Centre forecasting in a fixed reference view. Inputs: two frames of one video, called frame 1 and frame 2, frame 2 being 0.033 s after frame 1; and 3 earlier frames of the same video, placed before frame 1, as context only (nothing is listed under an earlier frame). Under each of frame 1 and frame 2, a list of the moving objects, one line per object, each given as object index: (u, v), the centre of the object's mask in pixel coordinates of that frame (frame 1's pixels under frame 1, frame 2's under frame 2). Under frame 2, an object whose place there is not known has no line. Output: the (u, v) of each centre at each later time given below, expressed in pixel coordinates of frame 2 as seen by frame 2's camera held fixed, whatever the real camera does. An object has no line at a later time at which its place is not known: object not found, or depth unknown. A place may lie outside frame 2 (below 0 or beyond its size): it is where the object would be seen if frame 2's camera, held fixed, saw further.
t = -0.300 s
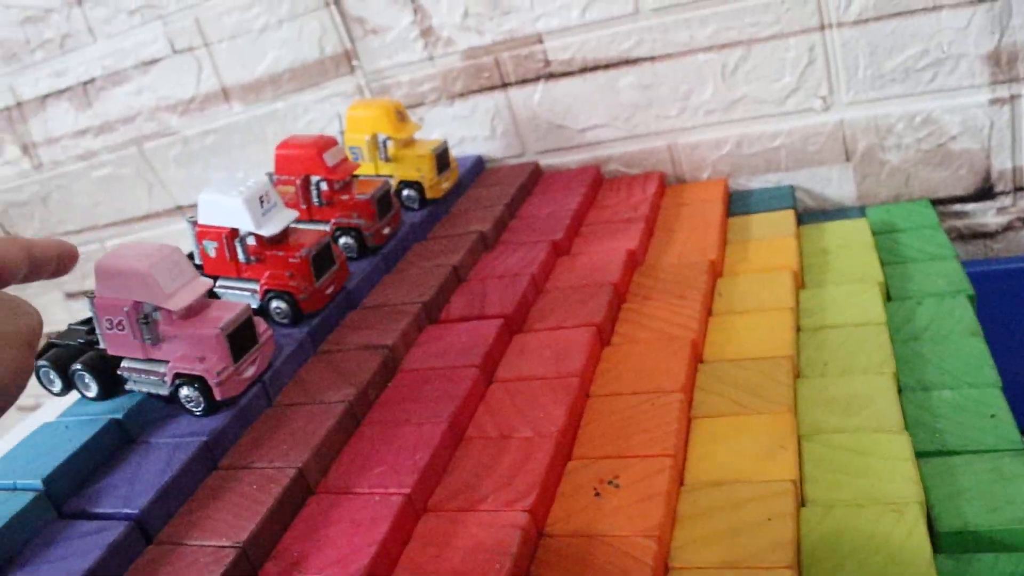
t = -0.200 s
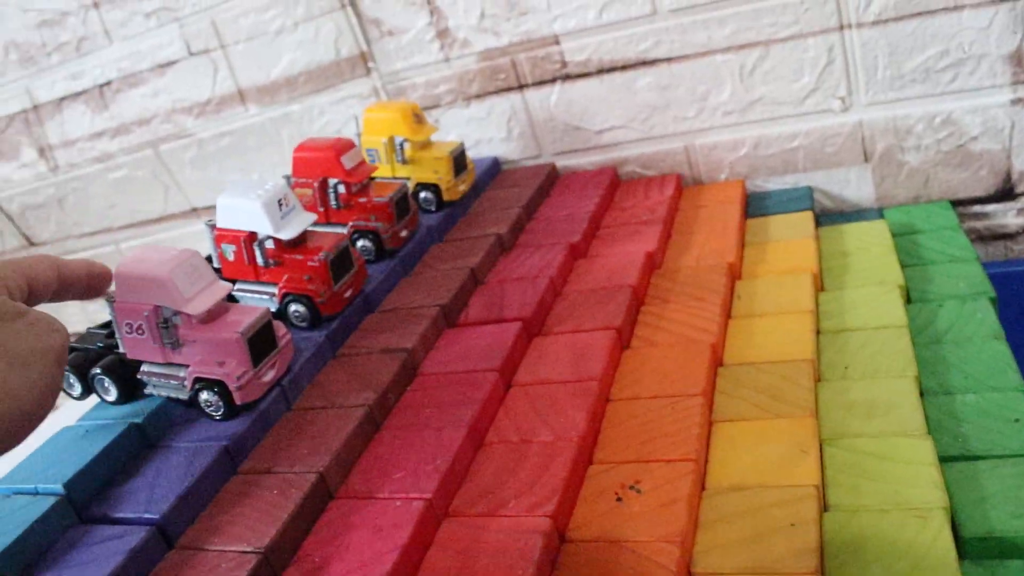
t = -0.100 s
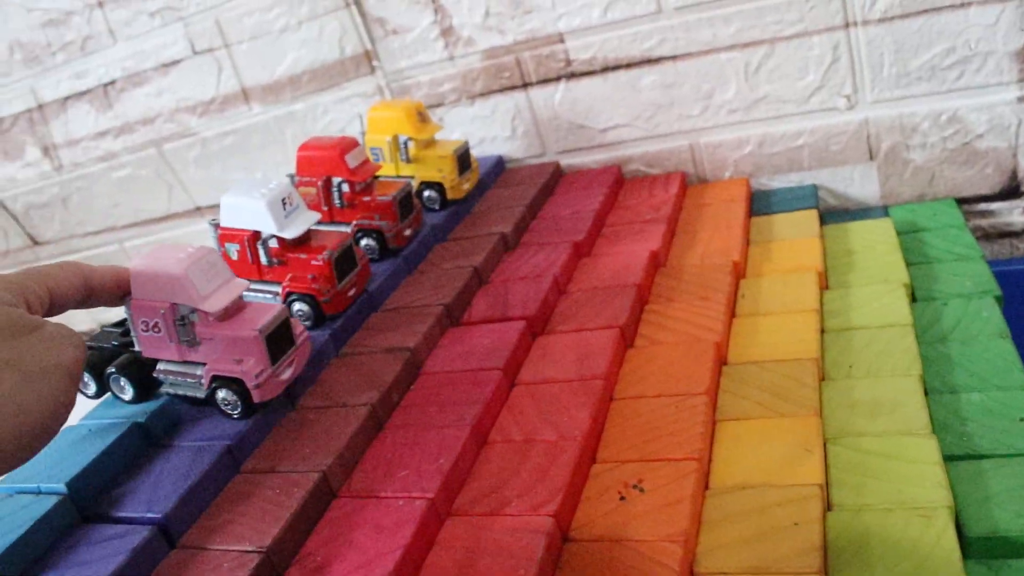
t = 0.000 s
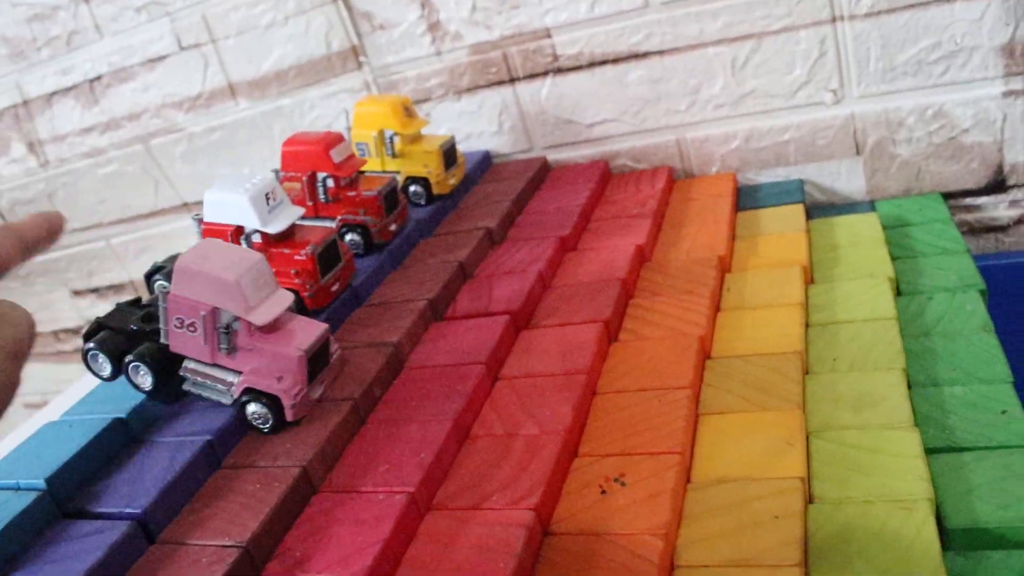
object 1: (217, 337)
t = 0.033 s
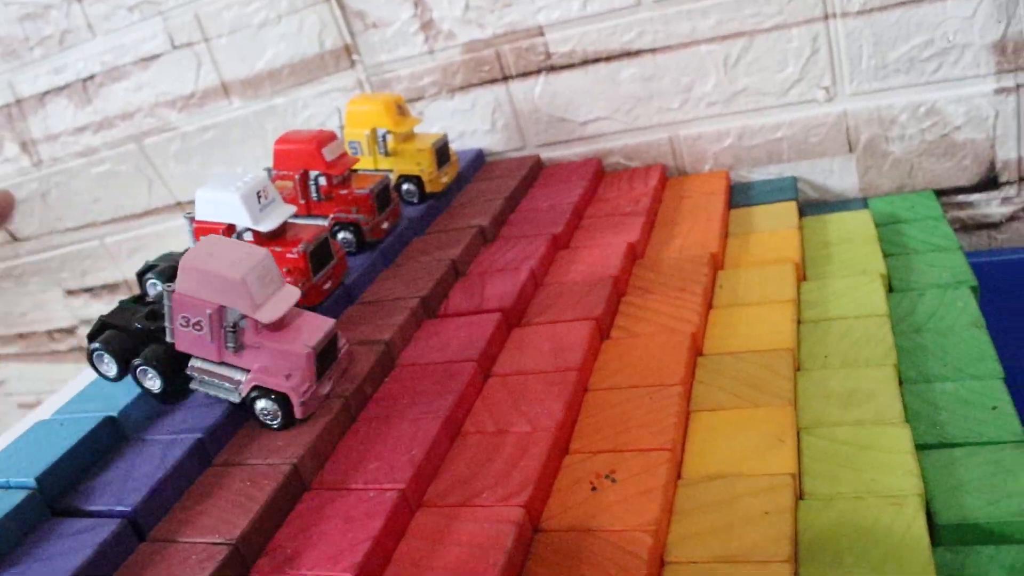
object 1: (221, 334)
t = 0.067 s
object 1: (238, 336)
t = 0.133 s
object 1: (276, 343)
